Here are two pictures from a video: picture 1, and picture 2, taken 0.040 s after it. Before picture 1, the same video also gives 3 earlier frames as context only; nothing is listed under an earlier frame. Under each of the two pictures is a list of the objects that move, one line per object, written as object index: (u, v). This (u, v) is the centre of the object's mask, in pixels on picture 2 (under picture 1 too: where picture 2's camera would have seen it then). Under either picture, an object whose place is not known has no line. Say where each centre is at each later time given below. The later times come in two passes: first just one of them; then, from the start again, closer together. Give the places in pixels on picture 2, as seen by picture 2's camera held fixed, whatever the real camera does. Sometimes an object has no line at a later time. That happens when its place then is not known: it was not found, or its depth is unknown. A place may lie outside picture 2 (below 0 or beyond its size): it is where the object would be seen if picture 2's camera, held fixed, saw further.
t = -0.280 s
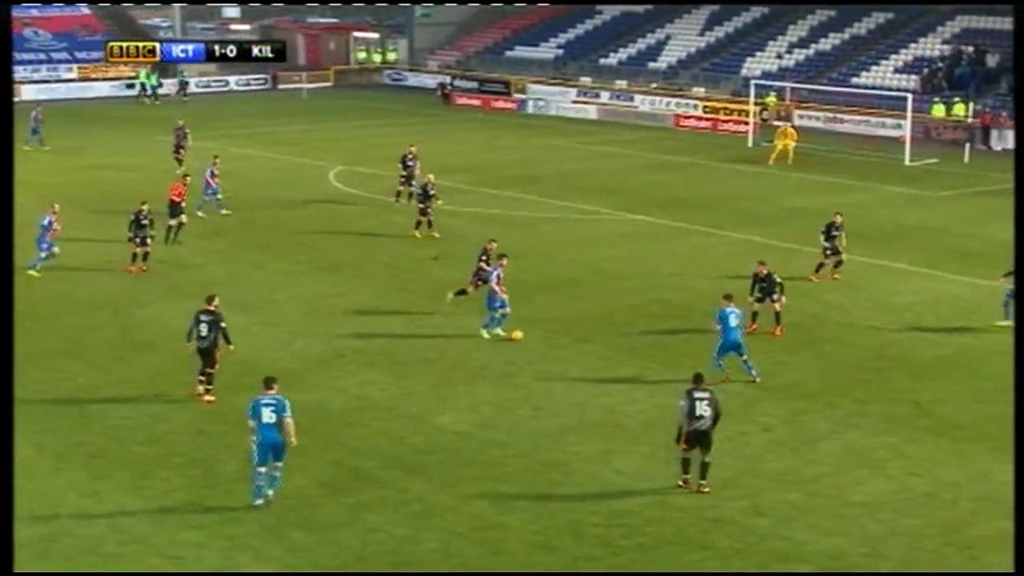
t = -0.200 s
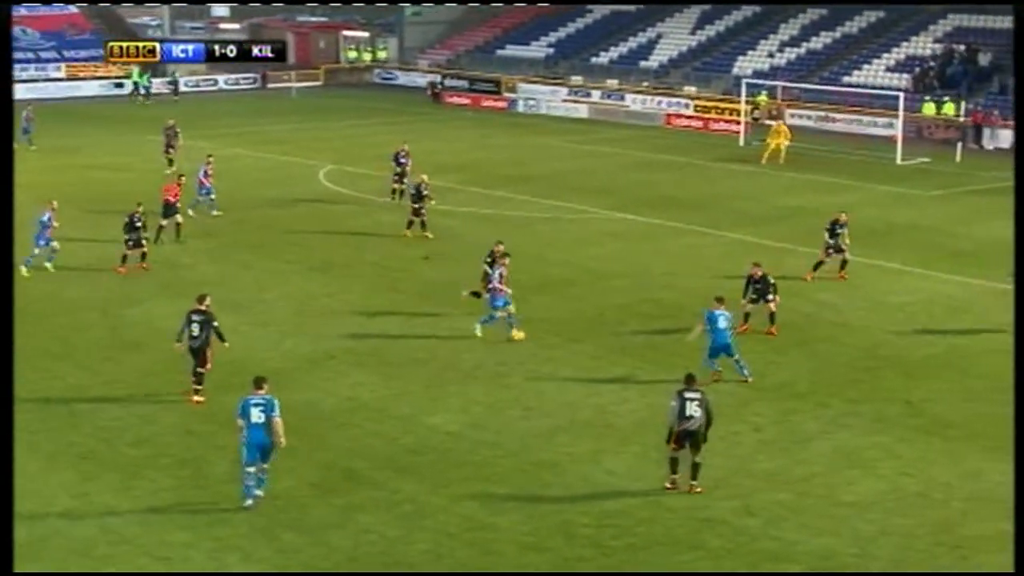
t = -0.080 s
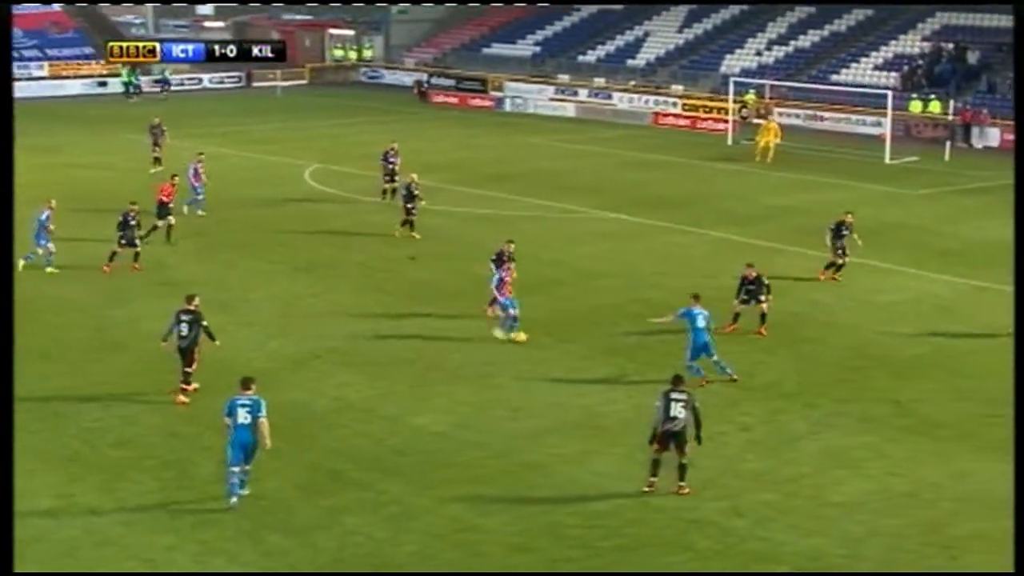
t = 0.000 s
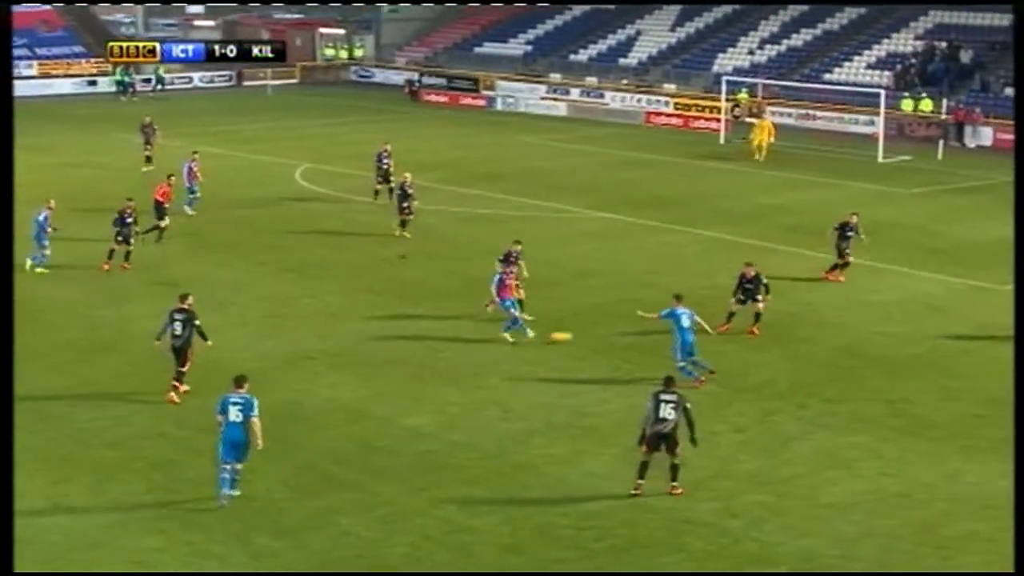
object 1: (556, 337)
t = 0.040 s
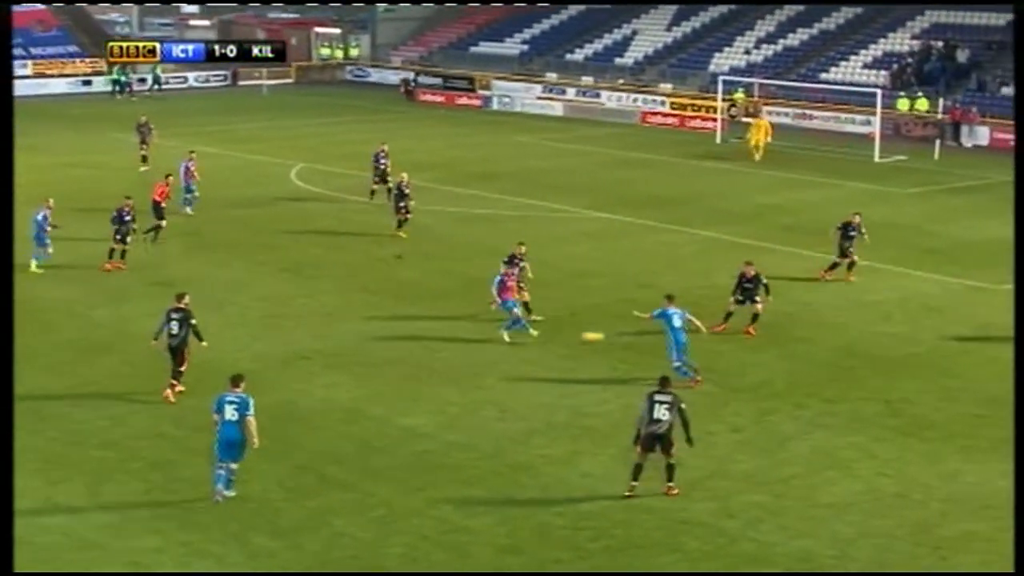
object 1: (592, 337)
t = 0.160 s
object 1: (694, 337)
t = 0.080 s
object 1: (628, 338)
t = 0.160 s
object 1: (694, 337)
